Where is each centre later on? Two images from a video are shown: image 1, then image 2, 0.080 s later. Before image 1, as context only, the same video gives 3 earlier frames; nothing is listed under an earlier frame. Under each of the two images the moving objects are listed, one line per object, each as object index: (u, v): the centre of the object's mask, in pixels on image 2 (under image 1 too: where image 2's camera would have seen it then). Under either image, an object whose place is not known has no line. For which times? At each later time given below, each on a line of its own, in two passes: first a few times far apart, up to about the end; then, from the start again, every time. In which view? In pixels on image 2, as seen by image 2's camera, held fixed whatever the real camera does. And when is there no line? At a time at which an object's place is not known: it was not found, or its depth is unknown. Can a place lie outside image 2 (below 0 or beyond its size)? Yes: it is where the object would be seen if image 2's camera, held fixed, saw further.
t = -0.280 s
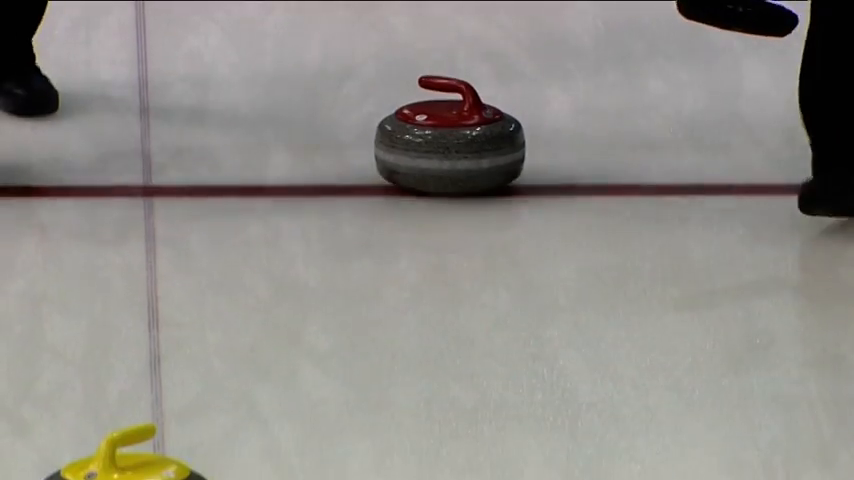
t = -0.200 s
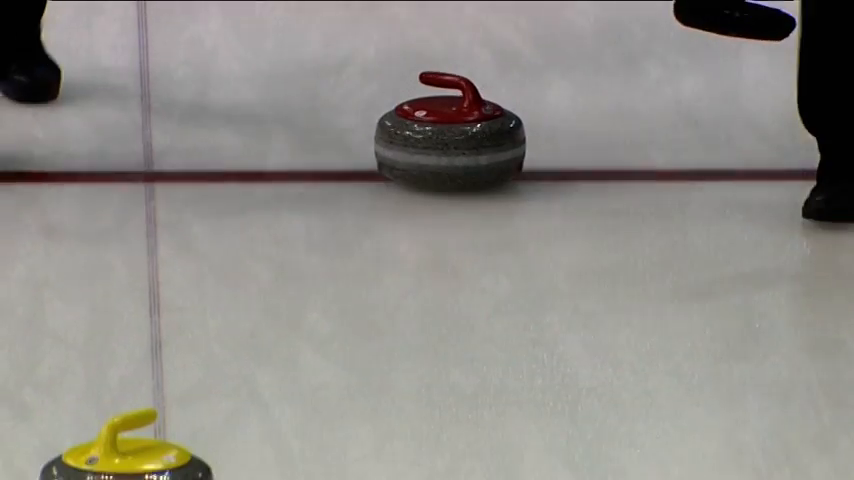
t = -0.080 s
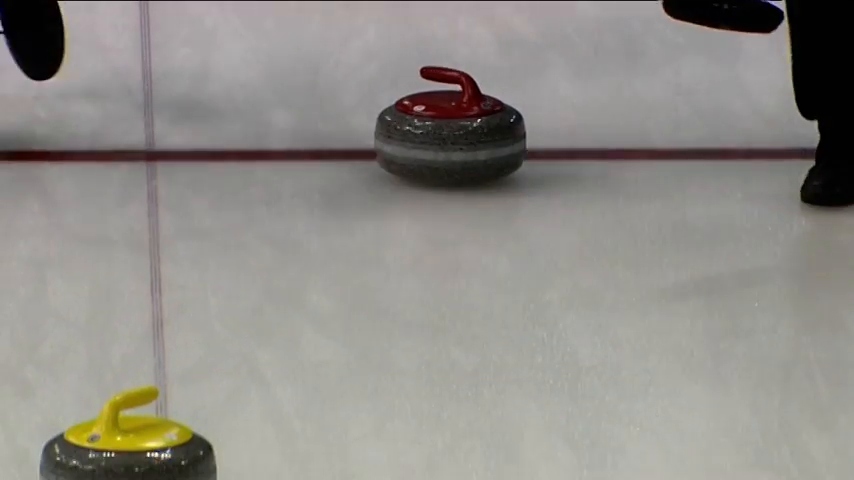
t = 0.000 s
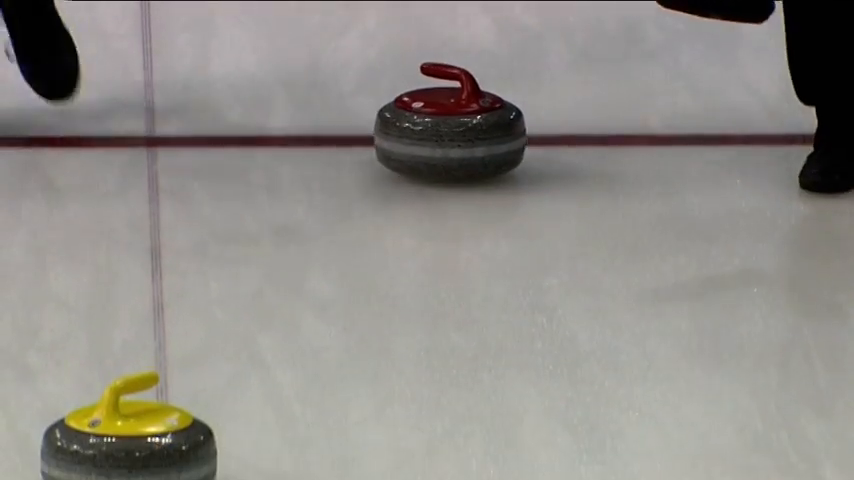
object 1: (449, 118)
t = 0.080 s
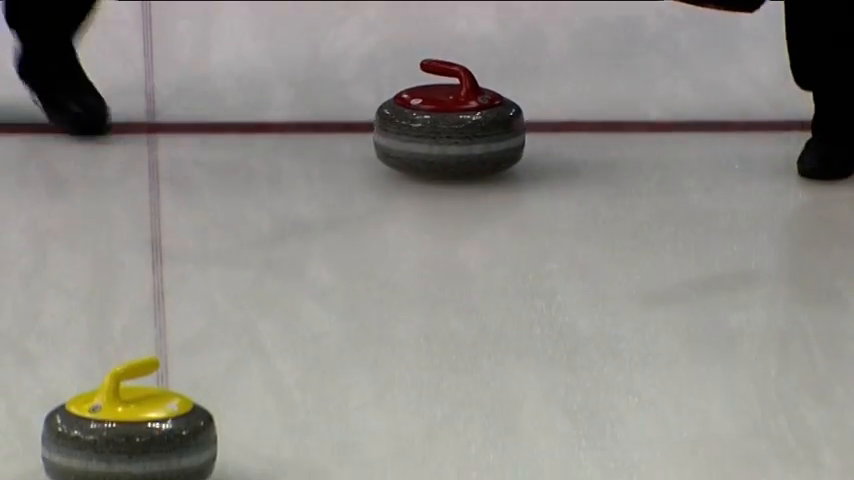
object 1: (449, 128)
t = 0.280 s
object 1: (450, 156)
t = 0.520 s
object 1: (450, 190)
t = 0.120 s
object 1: (449, 134)
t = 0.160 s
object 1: (450, 140)
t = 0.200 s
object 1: (449, 146)
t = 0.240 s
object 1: (450, 152)
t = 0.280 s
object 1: (450, 156)
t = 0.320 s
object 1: (450, 162)
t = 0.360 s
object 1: (450, 168)
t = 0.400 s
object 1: (450, 172)
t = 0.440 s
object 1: (449, 178)
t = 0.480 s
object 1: (450, 184)
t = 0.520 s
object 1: (450, 190)
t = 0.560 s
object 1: (450, 195)
